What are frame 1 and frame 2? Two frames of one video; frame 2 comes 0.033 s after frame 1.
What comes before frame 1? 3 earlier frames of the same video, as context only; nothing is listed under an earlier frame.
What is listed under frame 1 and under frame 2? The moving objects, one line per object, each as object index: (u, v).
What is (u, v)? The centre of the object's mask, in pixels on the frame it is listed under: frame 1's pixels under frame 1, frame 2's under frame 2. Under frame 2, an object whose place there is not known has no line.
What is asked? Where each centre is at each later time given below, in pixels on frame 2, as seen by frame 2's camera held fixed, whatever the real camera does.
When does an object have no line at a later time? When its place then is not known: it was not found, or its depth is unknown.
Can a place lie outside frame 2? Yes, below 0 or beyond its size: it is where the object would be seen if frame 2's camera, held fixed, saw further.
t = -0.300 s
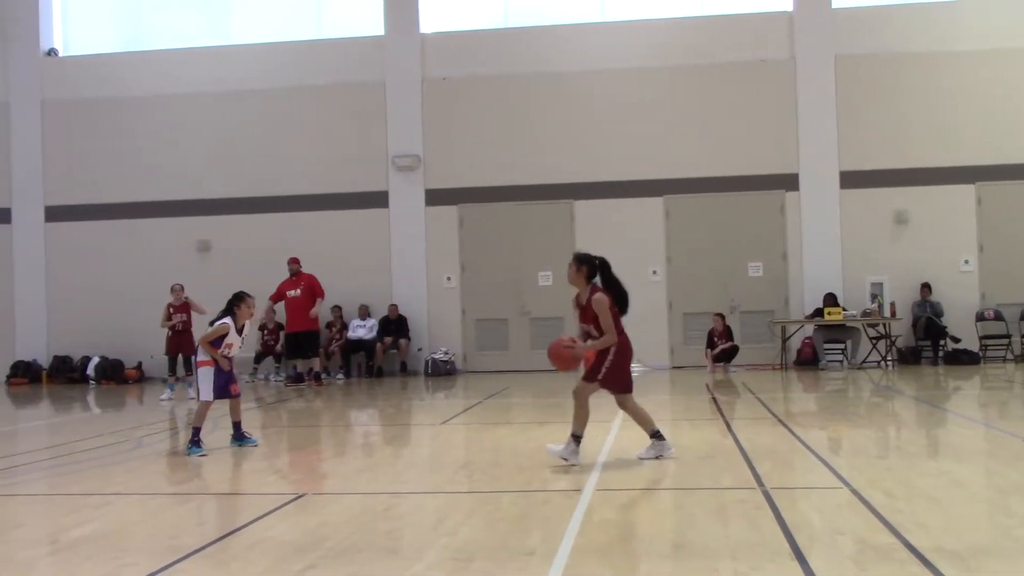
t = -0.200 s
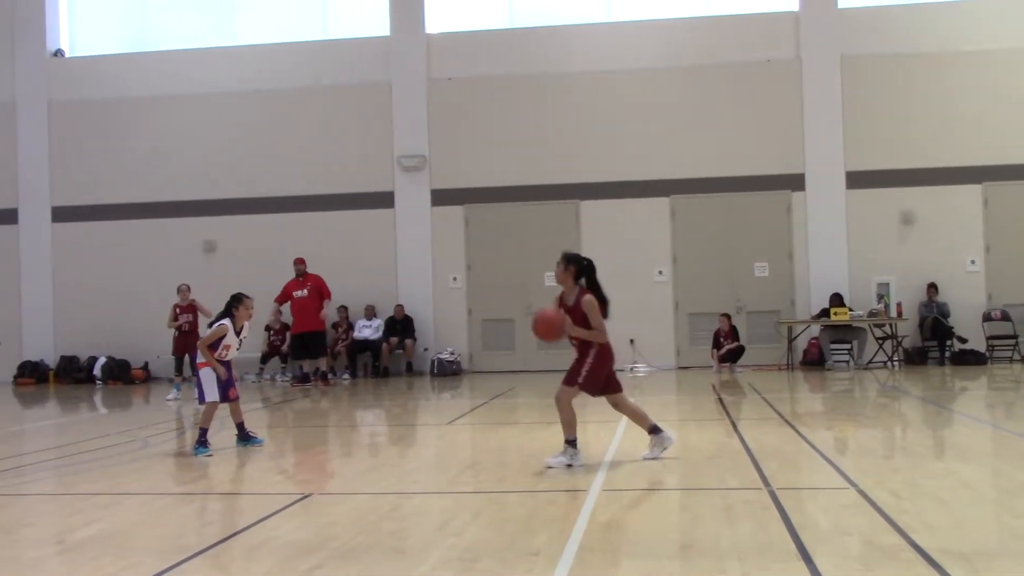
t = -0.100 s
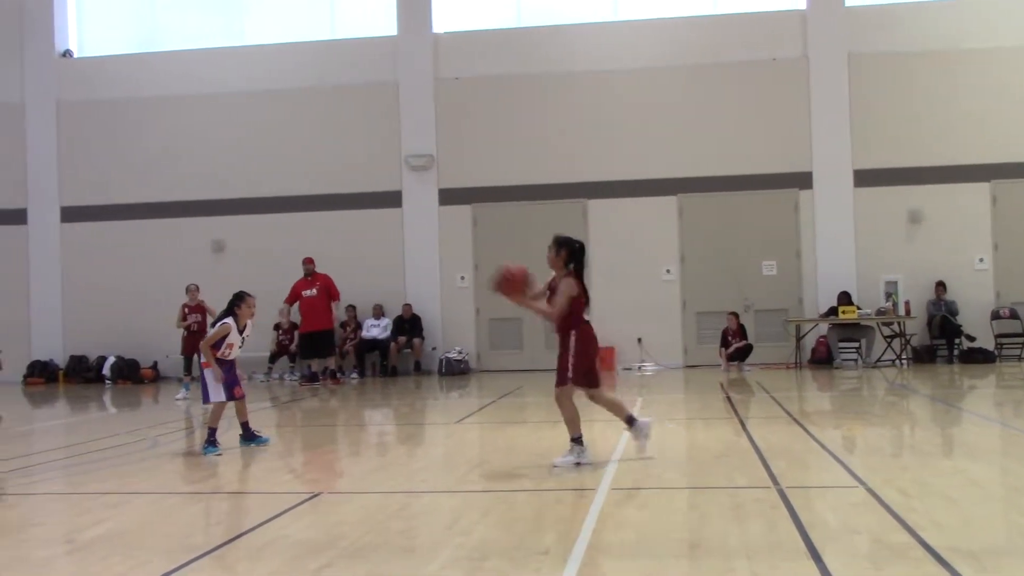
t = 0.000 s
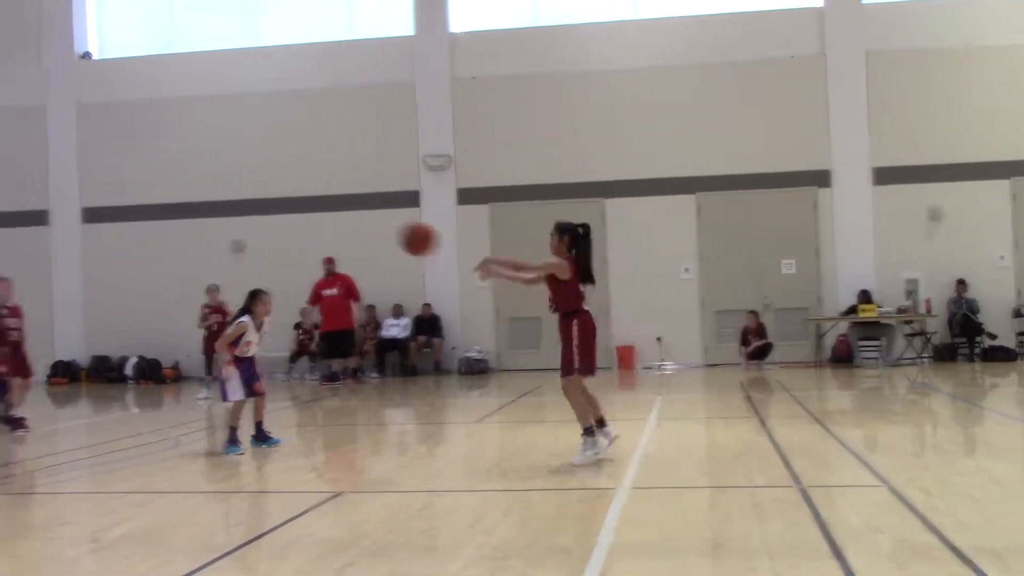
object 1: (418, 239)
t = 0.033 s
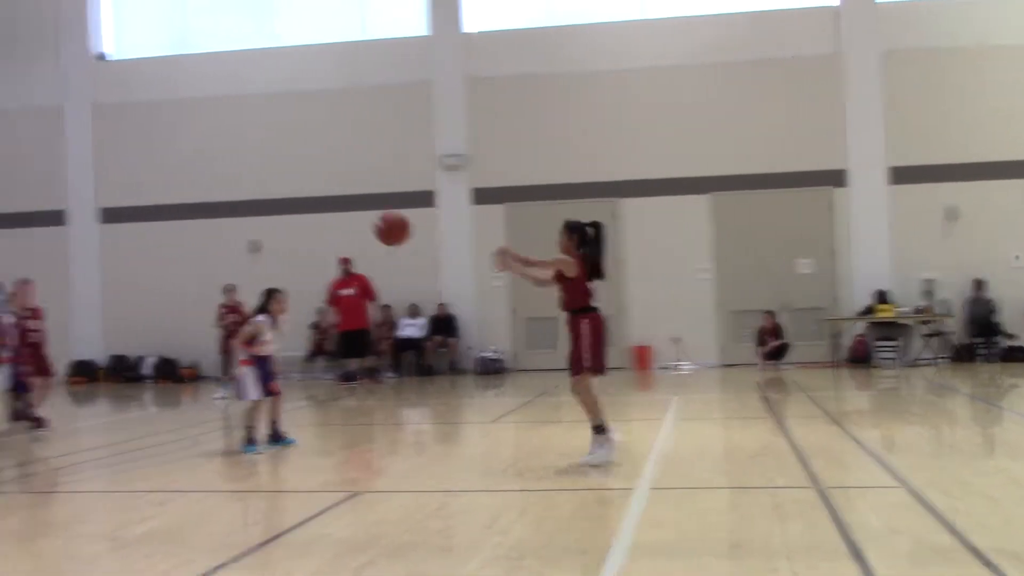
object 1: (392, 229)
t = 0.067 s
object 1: (356, 220)
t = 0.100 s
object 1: (320, 214)
